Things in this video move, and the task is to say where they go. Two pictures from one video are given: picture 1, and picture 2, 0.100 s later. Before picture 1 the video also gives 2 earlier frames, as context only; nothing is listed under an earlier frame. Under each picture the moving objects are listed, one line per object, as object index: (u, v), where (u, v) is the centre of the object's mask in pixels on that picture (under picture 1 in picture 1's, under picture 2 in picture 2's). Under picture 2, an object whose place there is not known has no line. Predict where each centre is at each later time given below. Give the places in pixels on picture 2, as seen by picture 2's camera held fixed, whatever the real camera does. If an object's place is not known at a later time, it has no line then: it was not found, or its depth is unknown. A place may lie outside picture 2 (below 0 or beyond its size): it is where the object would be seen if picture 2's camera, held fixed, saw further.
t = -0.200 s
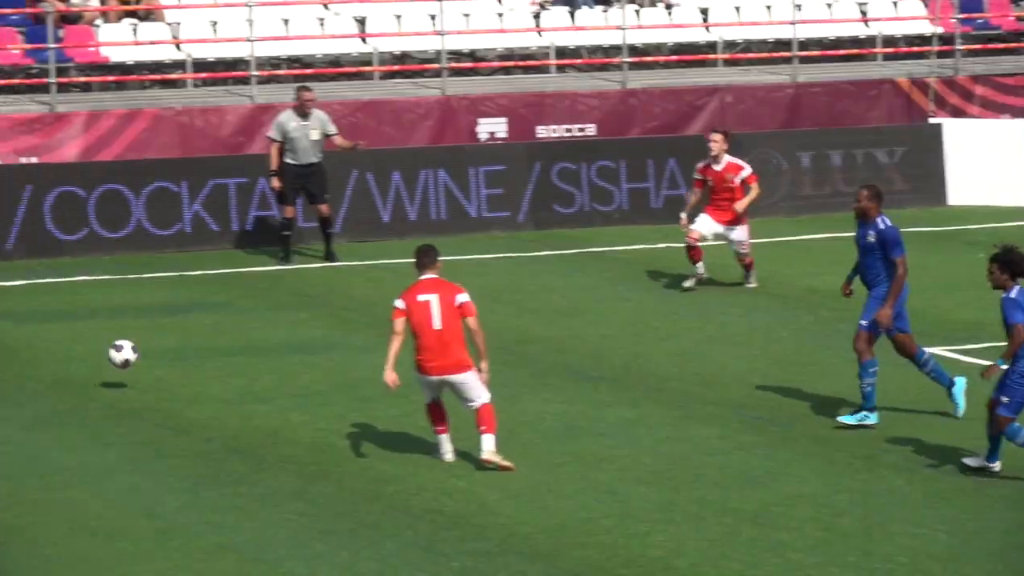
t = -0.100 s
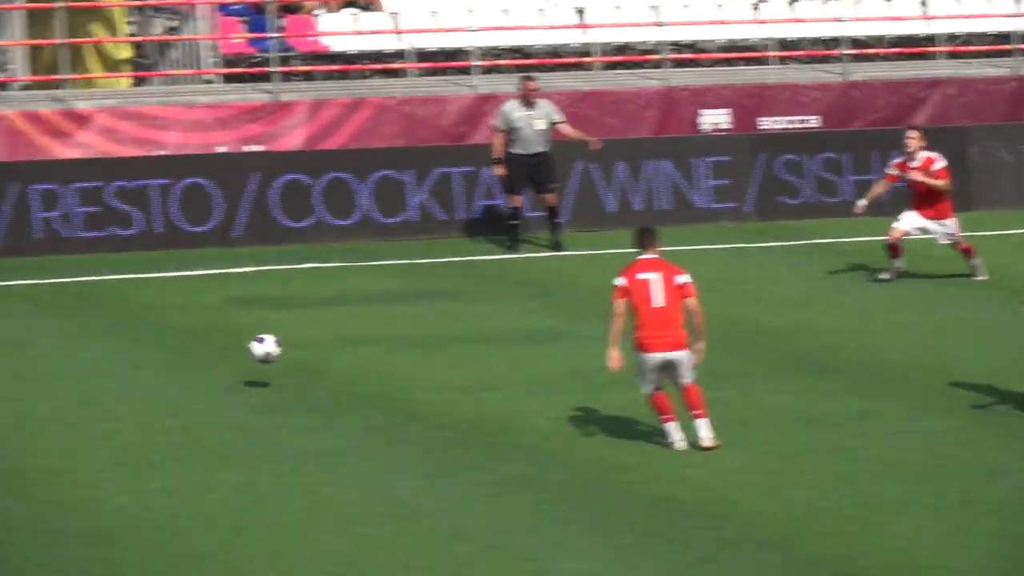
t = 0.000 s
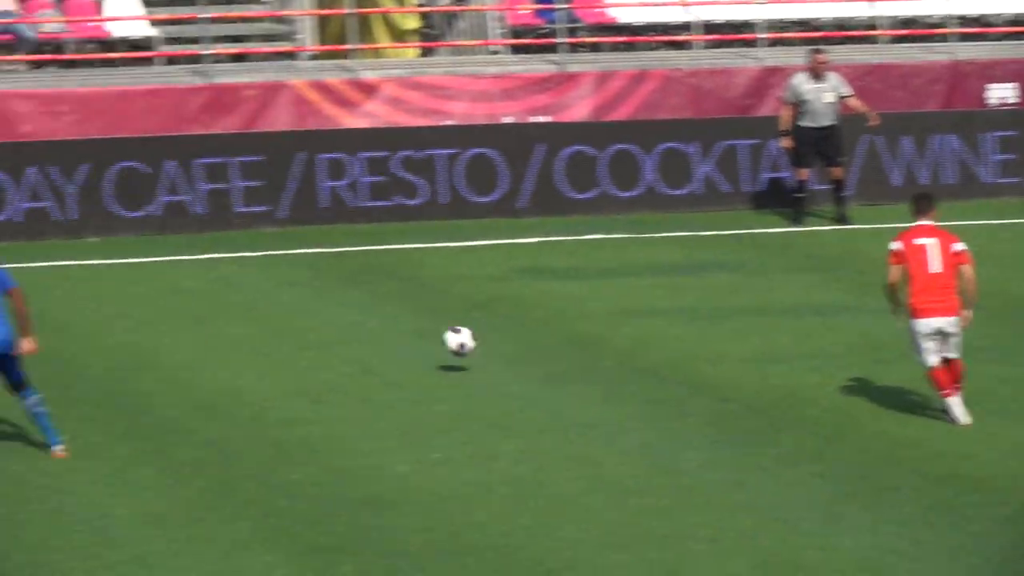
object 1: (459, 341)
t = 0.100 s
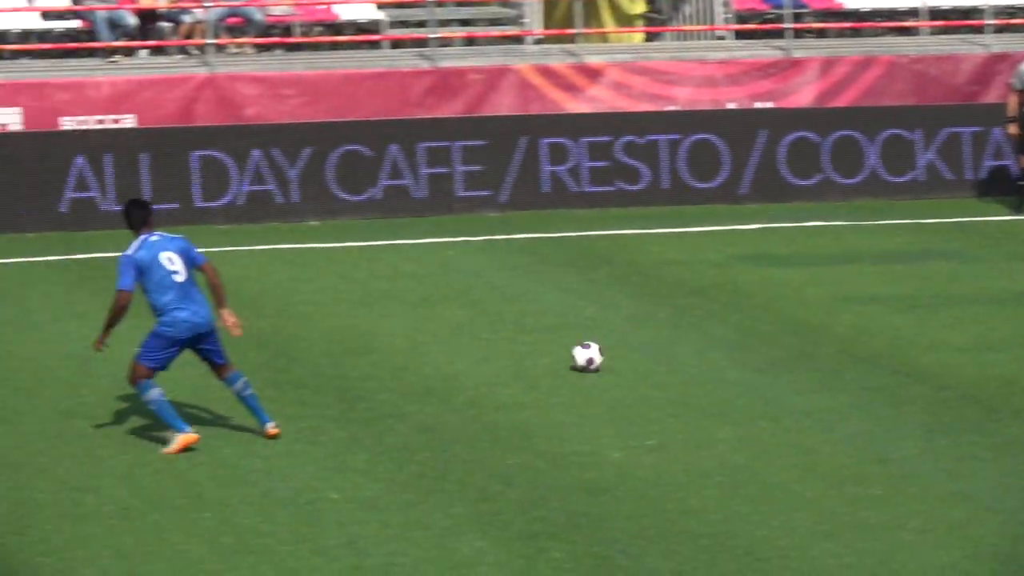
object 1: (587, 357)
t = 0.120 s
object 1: (573, 353)
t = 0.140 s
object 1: (557, 351)
